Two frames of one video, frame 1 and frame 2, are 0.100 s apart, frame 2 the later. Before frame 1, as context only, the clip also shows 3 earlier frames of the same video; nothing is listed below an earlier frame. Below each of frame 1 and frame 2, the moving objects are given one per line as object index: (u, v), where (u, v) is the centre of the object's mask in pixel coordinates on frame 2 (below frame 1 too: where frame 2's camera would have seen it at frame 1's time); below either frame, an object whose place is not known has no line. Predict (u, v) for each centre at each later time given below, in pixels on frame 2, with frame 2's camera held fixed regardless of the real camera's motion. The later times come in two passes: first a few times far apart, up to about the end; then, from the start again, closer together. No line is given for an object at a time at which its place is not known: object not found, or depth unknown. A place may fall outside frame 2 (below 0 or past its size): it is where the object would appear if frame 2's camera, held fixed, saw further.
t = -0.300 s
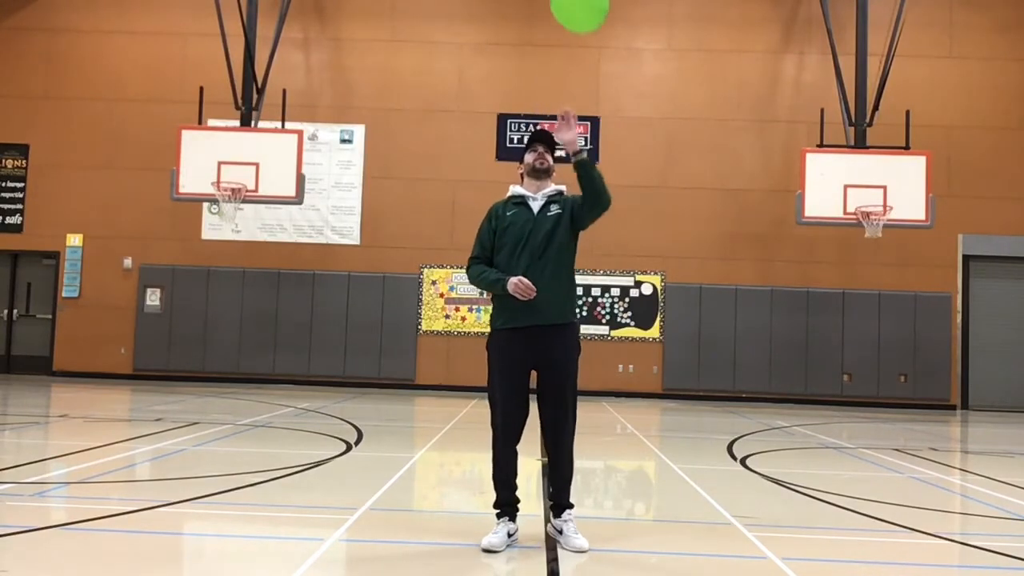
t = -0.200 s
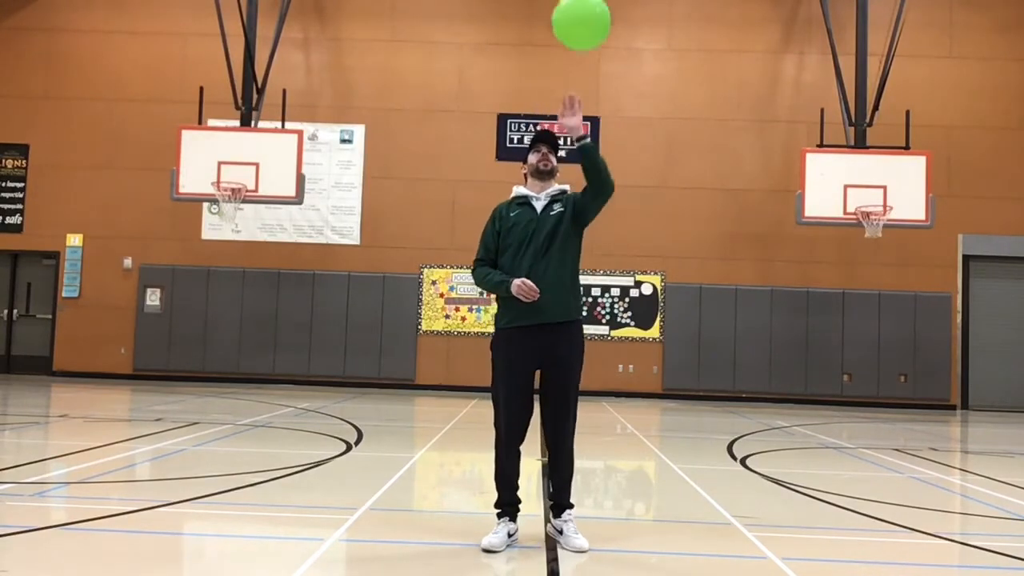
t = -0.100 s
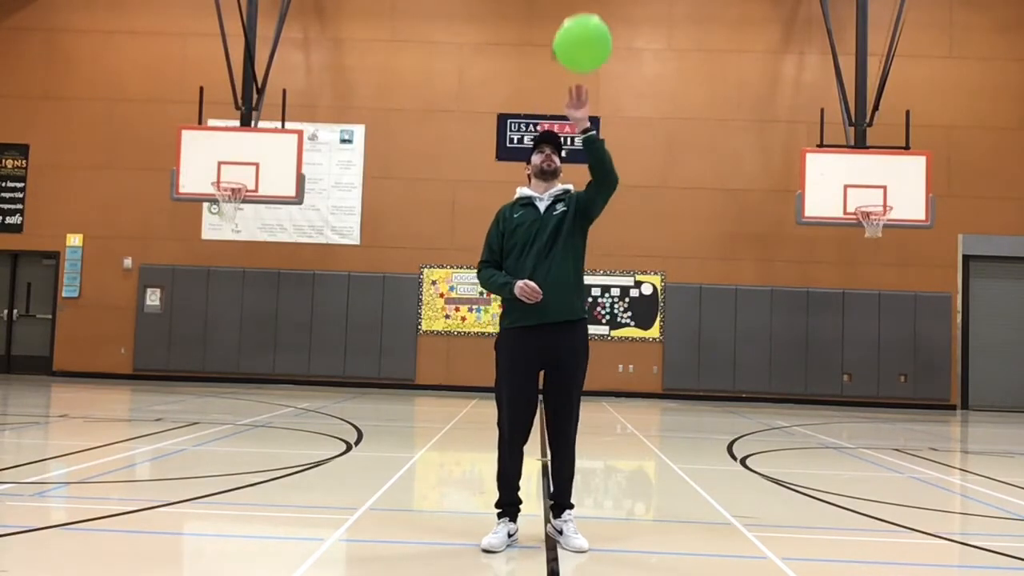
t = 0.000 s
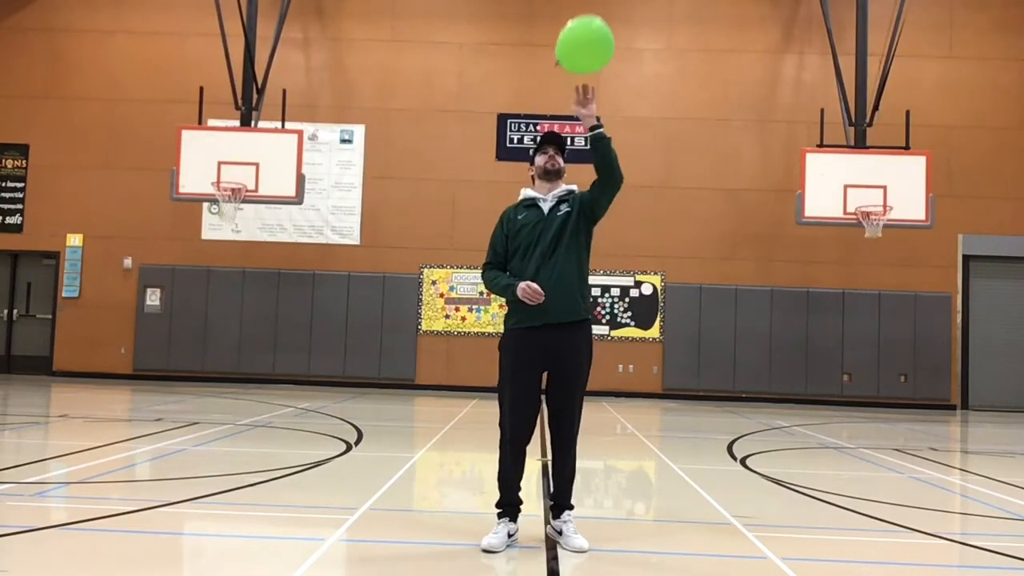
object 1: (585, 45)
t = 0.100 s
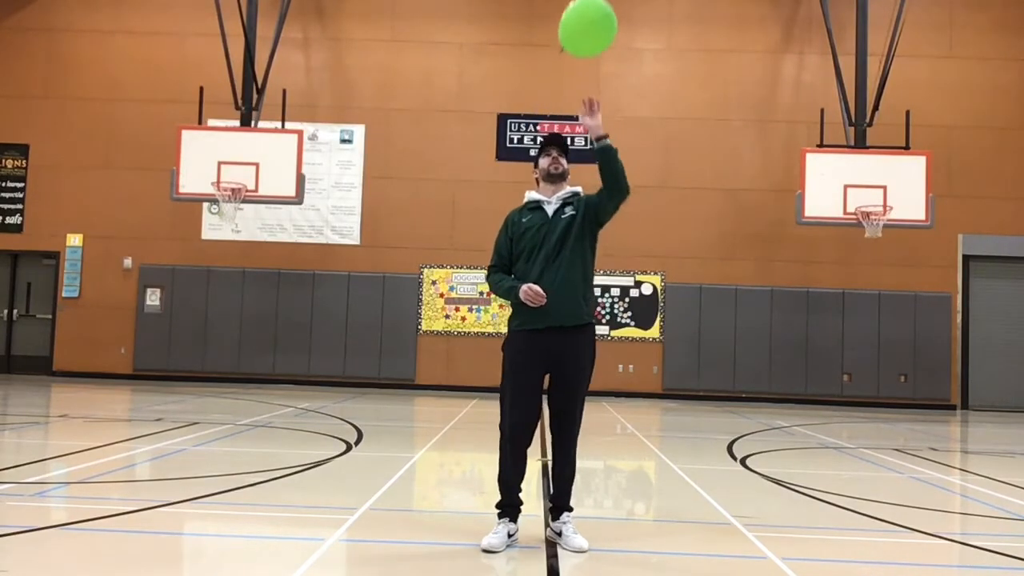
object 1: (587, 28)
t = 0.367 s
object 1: (592, 13)
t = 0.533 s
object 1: (594, 14)
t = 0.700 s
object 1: (597, 21)
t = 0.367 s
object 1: (592, 13)
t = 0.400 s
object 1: (592, 13)
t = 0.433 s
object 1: (593, 13)
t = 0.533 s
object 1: (594, 14)
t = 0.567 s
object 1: (595, 15)
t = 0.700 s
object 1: (597, 21)
